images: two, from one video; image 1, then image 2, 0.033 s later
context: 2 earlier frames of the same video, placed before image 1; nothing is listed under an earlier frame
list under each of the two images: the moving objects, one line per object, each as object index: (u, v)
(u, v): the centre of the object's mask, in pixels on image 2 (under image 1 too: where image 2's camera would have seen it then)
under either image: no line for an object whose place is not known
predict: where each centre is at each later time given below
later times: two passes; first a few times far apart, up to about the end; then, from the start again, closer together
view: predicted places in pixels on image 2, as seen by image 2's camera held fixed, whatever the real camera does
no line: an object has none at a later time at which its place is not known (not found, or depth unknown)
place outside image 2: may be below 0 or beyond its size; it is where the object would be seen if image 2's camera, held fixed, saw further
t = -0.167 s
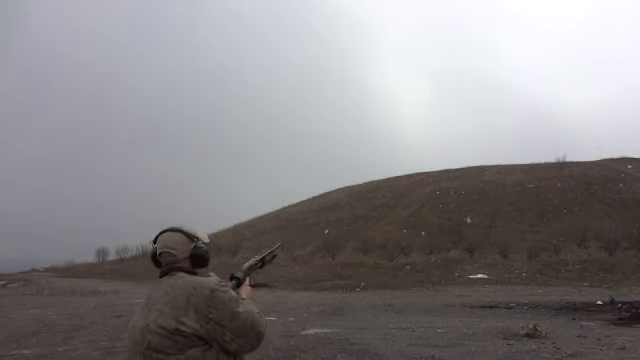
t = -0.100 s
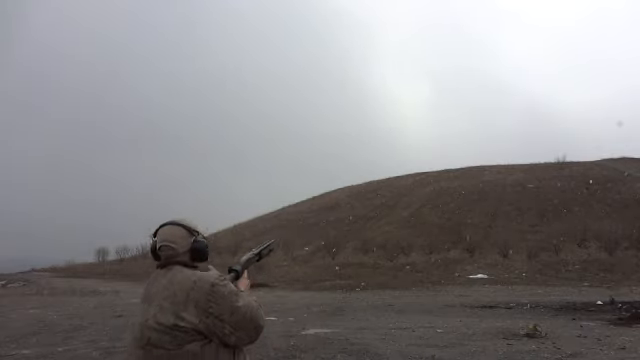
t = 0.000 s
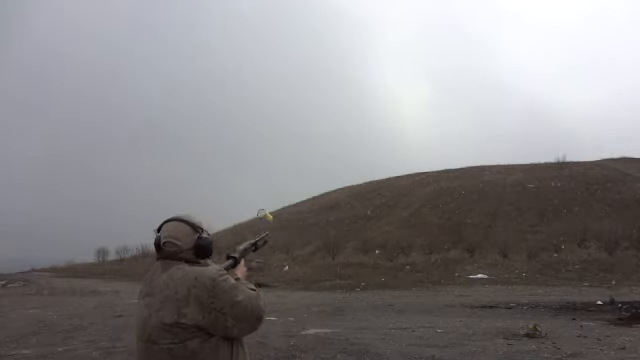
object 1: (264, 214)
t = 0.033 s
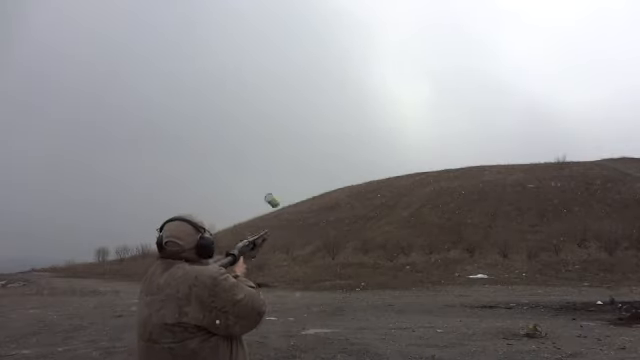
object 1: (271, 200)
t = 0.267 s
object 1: (310, 144)
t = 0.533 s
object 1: (338, 156)
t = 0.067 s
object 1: (278, 186)
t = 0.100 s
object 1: (285, 175)
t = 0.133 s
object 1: (290, 165)
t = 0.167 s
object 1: (296, 157)
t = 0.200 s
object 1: (301, 152)
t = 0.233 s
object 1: (305, 147)
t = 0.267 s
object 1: (310, 144)
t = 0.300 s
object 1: (315, 142)
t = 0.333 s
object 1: (318, 141)
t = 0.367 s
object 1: (322, 142)
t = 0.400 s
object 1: (325, 143)
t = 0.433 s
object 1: (329, 145)
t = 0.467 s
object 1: (332, 148)
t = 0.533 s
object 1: (338, 156)
